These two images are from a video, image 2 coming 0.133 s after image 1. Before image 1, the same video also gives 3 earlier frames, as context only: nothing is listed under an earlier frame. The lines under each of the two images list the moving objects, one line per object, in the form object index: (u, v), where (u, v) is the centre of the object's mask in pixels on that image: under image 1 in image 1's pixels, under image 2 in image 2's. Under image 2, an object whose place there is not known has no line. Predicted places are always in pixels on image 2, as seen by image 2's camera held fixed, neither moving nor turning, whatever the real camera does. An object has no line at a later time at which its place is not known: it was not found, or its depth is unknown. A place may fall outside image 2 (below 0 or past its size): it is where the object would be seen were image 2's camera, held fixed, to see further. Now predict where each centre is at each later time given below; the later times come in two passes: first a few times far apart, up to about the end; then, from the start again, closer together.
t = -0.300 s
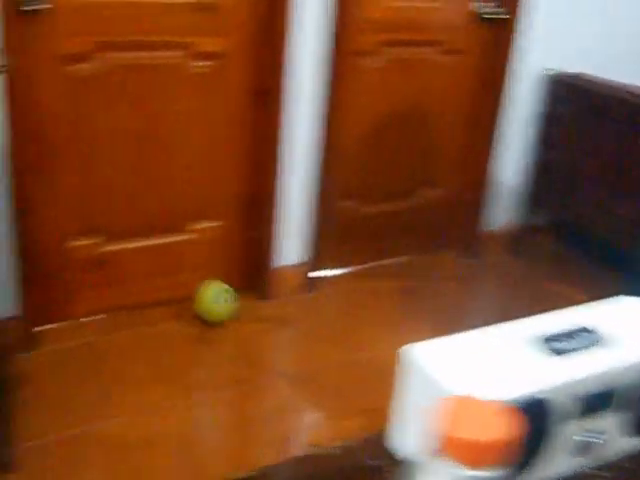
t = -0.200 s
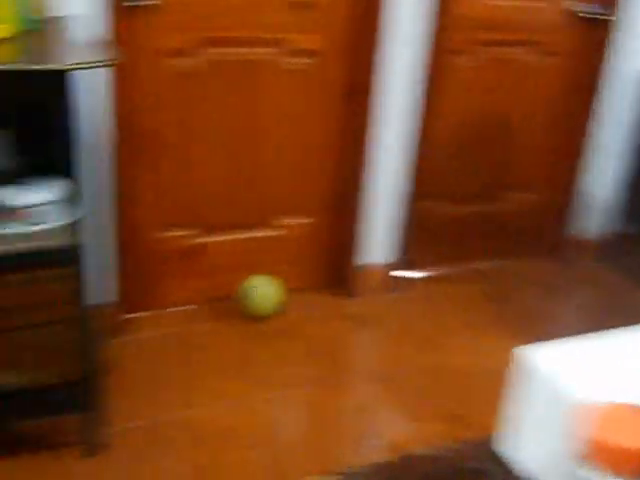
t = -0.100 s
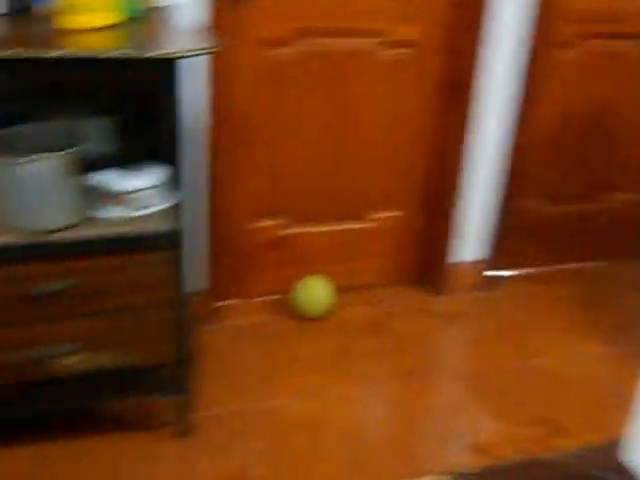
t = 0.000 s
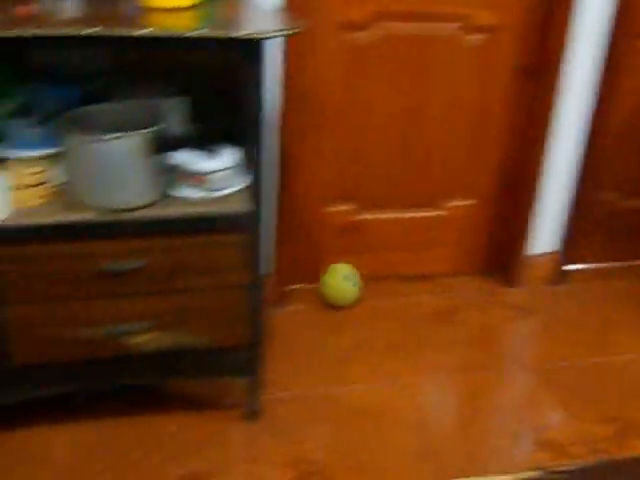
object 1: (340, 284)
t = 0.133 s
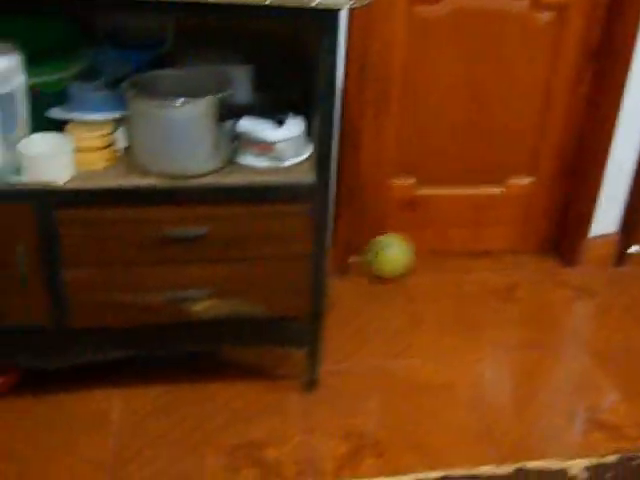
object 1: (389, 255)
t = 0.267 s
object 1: (423, 260)
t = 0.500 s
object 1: (456, 268)
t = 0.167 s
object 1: (401, 259)
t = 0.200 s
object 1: (412, 261)
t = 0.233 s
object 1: (417, 259)
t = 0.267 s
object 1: (423, 260)
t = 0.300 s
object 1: (427, 264)
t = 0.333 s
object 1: (433, 263)
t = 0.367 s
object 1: (438, 264)
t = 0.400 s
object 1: (442, 266)
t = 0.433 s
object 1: (447, 266)
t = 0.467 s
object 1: (452, 268)
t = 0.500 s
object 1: (456, 268)
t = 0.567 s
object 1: (465, 270)
